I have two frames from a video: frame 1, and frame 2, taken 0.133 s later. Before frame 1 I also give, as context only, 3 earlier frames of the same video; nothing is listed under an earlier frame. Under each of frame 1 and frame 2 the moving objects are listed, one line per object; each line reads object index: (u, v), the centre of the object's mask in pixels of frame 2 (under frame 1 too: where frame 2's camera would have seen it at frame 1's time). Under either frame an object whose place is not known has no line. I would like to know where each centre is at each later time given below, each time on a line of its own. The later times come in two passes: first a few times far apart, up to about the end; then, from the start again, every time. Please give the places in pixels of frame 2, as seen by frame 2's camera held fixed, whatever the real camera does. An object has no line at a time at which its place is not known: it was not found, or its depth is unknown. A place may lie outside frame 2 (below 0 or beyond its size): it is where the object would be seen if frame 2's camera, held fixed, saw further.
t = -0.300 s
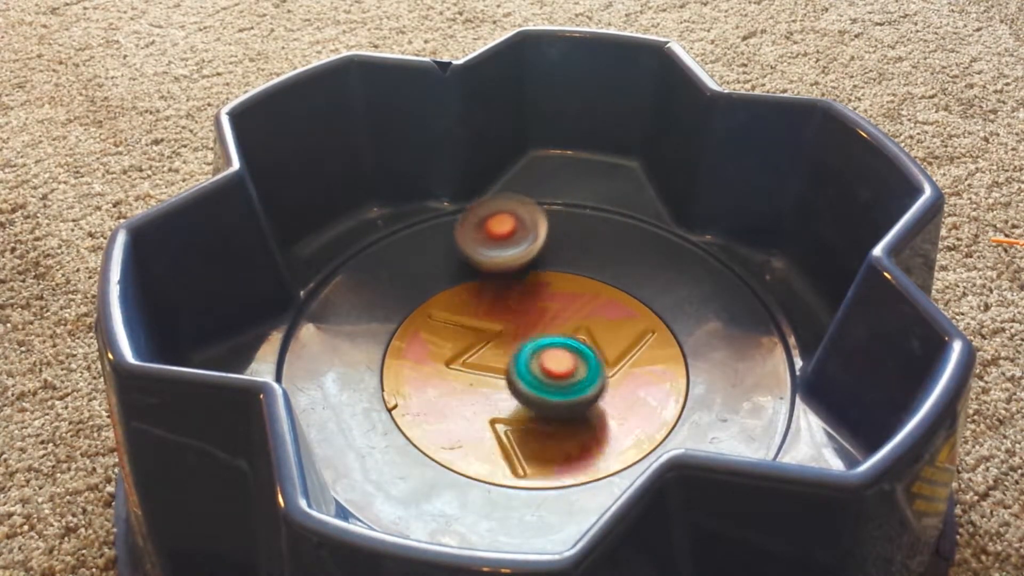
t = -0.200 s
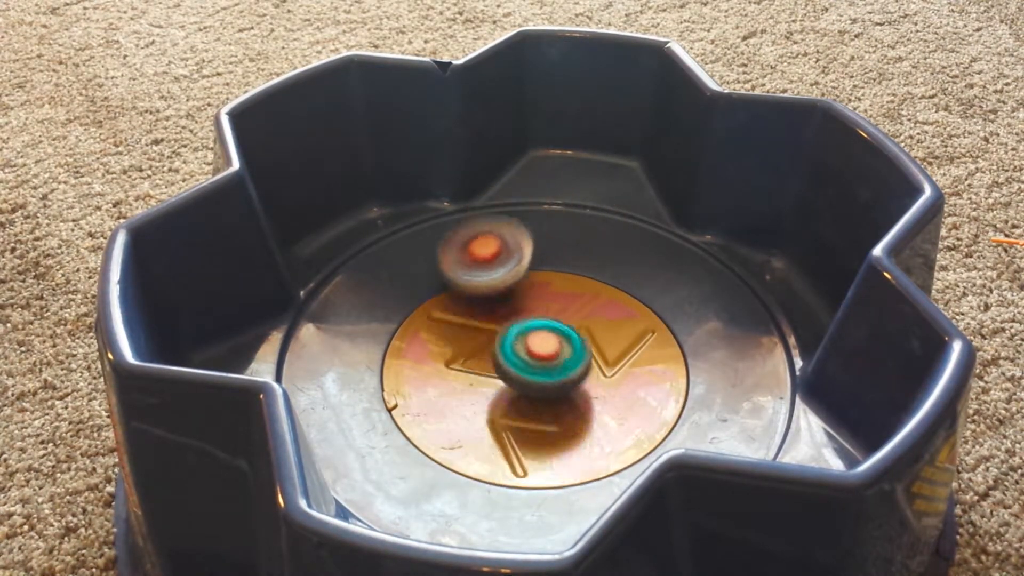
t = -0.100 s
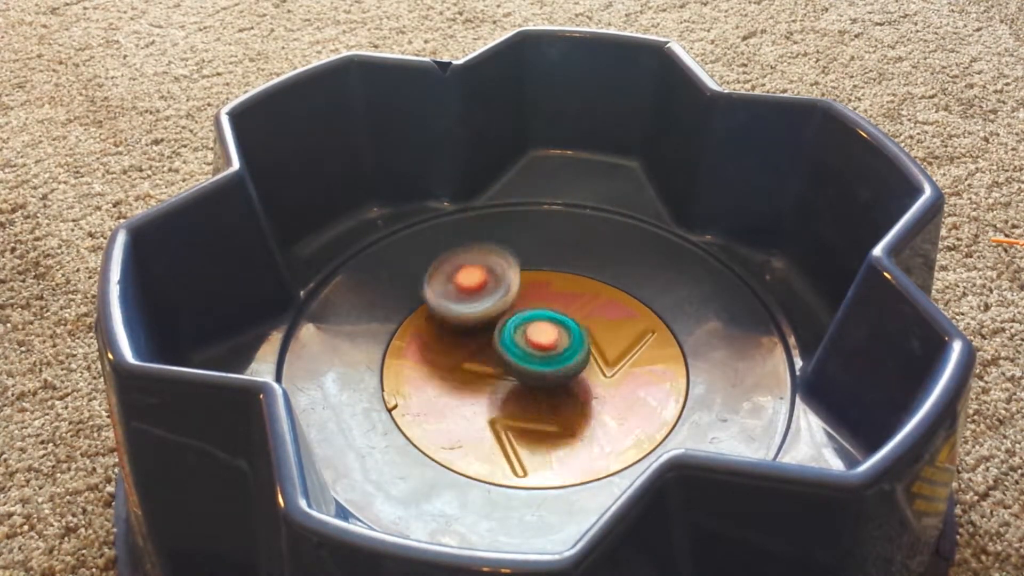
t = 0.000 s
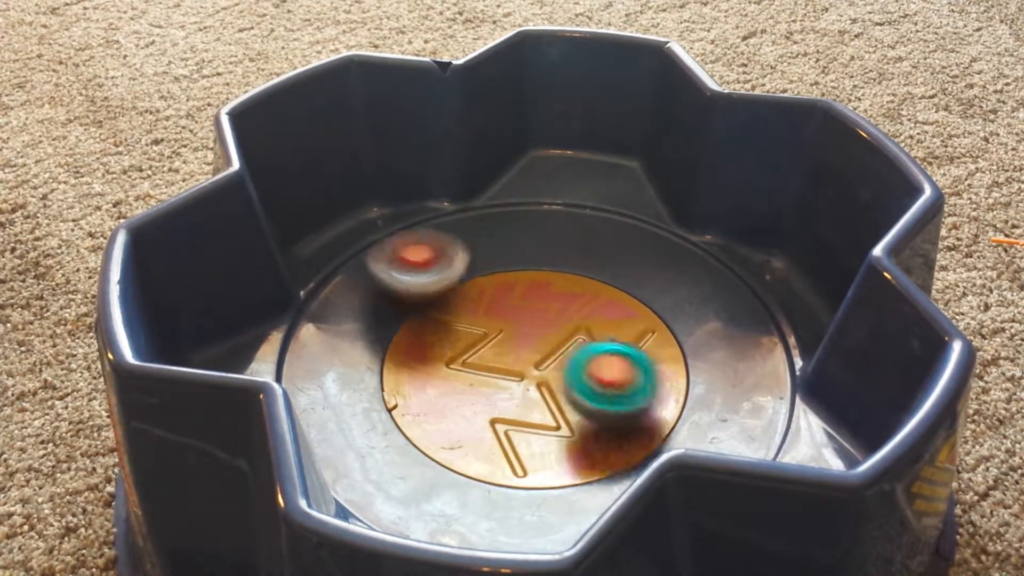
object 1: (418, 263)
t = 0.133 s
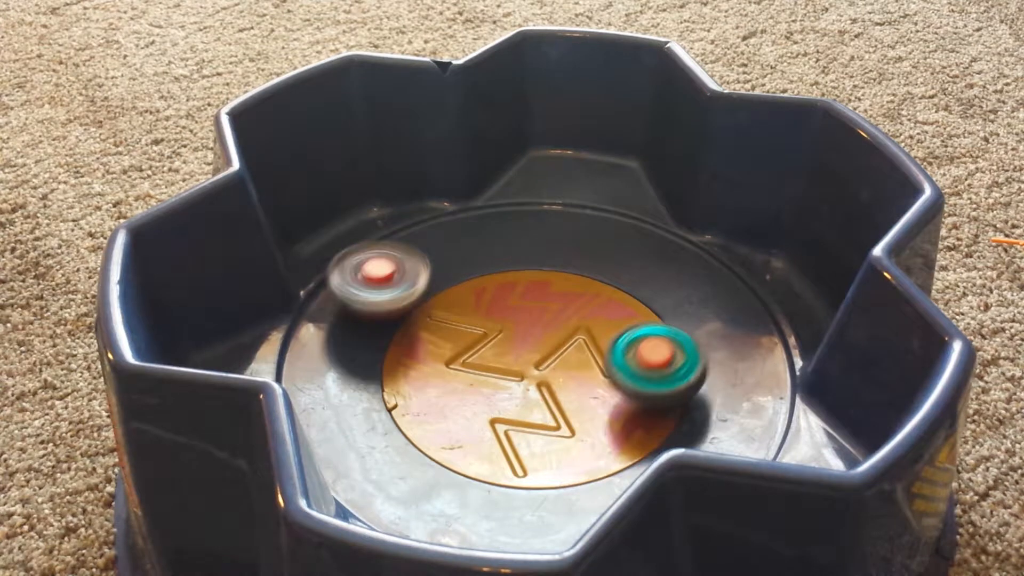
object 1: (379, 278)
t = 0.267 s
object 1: (354, 298)
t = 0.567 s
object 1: (367, 349)
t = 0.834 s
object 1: (475, 387)
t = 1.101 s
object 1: (439, 450)
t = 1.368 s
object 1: (500, 506)
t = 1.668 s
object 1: (522, 494)
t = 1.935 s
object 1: (558, 427)
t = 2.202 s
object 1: (582, 328)
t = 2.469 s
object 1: (646, 240)
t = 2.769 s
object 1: (646, 241)
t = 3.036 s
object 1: (599, 277)
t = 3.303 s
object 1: (594, 214)
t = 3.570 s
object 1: (558, 206)
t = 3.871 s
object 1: (497, 247)
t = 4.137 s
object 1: (432, 332)
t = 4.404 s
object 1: (409, 391)
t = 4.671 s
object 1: (435, 413)
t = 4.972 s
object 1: (521, 399)
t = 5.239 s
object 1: (625, 389)
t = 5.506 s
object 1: (697, 383)
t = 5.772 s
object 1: (676, 380)
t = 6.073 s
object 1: (637, 340)
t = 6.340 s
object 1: (620, 302)
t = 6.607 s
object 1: (584, 285)
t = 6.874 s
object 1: (536, 281)
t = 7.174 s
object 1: (515, 258)
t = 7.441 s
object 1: (504, 283)
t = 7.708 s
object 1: (466, 268)
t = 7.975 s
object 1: (454, 287)
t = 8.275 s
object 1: (466, 348)
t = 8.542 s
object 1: (384, 381)
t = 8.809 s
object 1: (384, 375)
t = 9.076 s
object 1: (431, 362)
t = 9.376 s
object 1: (563, 387)
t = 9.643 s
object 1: (575, 395)
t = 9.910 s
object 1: (541, 369)
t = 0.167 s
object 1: (371, 283)
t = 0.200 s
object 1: (364, 288)
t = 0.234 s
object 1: (359, 293)
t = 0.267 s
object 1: (354, 298)
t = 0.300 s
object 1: (351, 302)
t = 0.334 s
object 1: (348, 307)
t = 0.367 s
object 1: (347, 314)
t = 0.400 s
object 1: (347, 318)
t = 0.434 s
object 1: (348, 324)
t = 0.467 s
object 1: (350, 330)
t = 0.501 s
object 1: (355, 336)
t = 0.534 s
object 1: (360, 342)
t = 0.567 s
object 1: (367, 349)
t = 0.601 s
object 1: (376, 355)
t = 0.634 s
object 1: (386, 358)
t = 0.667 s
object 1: (400, 363)
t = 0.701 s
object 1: (419, 372)
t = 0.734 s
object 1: (433, 377)
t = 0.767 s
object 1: (445, 381)
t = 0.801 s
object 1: (459, 385)
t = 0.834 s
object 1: (475, 387)
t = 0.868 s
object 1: (490, 389)
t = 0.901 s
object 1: (503, 394)
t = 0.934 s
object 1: (509, 396)
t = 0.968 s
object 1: (503, 395)
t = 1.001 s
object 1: (481, 408)
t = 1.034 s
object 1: (458, 432)
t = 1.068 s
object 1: (448, 436)
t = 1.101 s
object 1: (439, 450)
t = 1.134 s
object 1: (436, 462)
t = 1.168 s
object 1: (437, 474)
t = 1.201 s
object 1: (444, 479)
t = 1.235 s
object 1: (457, 487)
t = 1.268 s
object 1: (471, 493)
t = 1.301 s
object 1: (483, 498)
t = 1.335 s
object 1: (491, 502)
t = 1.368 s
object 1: (500, 506)
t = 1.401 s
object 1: (504, 508)
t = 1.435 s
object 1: (507, 509)
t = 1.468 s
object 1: (509, 509)
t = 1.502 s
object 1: (511, 509)
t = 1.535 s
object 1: (513, 508)
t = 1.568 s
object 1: (514, 506)
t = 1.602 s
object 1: (516, 503)
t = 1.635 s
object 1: (520, 499)
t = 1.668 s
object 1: (522, 494)
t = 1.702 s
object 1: (526, 487)
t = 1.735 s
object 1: (529, 480)
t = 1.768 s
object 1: (532, 473)
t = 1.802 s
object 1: (535, 465)
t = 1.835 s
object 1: (540, 456)
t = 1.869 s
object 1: (547, 447)
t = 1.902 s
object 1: (552, 437)
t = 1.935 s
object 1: (558, 427)
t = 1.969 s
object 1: (563, 416)
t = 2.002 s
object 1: (568, 405)
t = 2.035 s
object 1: (569, 394)
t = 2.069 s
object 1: (565, 378)
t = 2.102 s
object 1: (562, 362)
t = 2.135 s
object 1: (562, 350)
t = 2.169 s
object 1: (563, 339)
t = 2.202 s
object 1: (582, 328)
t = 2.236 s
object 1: (602, 314)
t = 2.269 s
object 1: (616, 301)
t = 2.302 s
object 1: (625, 287)
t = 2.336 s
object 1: (631, 274)
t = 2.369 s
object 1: (634, 262)
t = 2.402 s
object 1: (639, 253)
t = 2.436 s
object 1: (642, 246)
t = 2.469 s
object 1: (646, 240)
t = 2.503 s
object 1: (650, 235)
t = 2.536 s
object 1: (654, 231)
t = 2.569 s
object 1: (657, 228)
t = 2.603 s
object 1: (658, 227)
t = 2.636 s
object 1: (654, 230)
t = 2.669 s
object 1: (650, 232)
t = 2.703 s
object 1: (649, 234)
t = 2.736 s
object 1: (648, 238)
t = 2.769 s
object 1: (646, 241)
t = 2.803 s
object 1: (643, 246)
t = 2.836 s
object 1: (639, 251)
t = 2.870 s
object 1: (634, 255)
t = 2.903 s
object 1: (628, 261)
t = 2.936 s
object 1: (621, 267)
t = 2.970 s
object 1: (612, 273)
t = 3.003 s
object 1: (604, 278)
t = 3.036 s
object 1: (599, 277)
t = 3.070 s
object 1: (594, 278)
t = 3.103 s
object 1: (593, 272)
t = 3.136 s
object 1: (601, 250)
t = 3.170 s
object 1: (604, 238)
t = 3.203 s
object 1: (605, 228)
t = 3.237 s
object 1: (602, 223)
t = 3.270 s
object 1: (598, 218)
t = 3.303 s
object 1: (594, 214)
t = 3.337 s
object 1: (590, 211)
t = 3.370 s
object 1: (586, 208)
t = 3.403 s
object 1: (582, 206)
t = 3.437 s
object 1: (577, 204)
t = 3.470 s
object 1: (572, 204)
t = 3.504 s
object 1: (568, 204)
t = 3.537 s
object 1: (563, 205)
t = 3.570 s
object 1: (558, 206)
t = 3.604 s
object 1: (552, 208)
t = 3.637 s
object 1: (547, 211)
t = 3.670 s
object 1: (541, 215)
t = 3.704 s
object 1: (536, 220)
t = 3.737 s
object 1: (530, 224)
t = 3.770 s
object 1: (523, 229)
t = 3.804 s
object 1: (516, 234)
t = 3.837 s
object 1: (508, 241)
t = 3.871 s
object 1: (497, 247)
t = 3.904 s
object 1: (488, 256)
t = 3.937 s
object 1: (479, 265)
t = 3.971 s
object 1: (469, 275)
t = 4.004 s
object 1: (459, 285)
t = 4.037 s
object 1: (449, 298)
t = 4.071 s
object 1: (443, 310)
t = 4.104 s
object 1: (437, 322)
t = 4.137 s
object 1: (432, 332)
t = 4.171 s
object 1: (427, 342)
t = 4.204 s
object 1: (422, 351)
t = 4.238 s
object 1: (418, 360)
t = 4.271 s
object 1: (415, 367)
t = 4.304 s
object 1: (413, 374)
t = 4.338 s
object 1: (410, 380)
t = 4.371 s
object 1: (409, 386)
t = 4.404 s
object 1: (409, 391)
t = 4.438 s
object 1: (408, 395)
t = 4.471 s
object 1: (410, 401)
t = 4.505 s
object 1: (412, 404)
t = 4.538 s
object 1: (415, 407)
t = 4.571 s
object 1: (419, 409)
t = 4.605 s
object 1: (422, 410)
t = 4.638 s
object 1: (429, 413)
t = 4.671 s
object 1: (435, 413)
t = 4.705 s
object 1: (443, 413)
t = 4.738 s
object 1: (450, 412)
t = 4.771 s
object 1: (458, 413)
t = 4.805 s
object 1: (470, 411)
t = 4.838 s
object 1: (477, 409)
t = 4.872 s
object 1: (488, 408)
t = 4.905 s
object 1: (498, 405)
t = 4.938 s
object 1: (509, 404)
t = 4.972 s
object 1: (521, 399)
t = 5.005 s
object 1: (535, 395)
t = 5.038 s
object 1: (546, 390)
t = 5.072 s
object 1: (557, 387)
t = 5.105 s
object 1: (568, 382)
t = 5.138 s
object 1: (577, 377)
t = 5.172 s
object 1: (587, 376)
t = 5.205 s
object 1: (604, 384)
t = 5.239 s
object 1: (625, 389)
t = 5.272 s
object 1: (644, 388)
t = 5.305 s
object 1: (657, 388)
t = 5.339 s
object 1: (669, 387)
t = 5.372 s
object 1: (676, 384)
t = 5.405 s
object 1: (682, 381)
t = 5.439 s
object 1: (687, 380)
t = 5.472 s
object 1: (693, 381)
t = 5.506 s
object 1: (697, 383)
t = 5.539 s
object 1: (699, 384)
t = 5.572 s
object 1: (699, 385)
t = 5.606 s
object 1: (699, 385)
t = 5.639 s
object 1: (696, 385)
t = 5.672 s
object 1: (693, 386)
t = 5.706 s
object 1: (688, 385)
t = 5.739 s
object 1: (683, 384)
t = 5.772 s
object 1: (676, 380)
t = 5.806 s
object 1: (668, 378)
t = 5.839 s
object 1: (661, 374)
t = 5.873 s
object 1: (653, 370)
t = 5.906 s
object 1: (642, 365)
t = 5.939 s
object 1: (638, 361)
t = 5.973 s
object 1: (634, 355)
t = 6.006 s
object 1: (636, 349)
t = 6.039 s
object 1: (638, 346)
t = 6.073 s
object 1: (637, 340)
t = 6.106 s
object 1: (637, 335)
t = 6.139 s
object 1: (636, 330)
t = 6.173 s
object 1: (635, 324)
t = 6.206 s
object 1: (633, 318)
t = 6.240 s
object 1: (631, 314)
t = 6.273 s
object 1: (627, 310)
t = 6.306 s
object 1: (623, 306)
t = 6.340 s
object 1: (620, 302)
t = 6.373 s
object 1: (617, 300)
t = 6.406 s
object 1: (613, 297)
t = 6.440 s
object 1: (609, 294)
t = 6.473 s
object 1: (604, 292)
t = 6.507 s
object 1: (600, 290)
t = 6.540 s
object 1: (595, 288)
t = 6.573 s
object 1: (589, 286)
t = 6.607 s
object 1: (584, 285)
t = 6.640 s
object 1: (578, 283)
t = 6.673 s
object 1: (572, 283)
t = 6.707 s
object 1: (566, 282)
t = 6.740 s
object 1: (560, 282)
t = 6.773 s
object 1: (555, 281)
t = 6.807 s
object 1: (548, 281)
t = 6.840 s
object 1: (542, 281)
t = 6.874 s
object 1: (536, 281)
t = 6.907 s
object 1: (532, 277)
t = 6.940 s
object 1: (533, 270)
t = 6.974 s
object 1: (531, 267)
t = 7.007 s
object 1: (526, 265)
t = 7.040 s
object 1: (524, 262)
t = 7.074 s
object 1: (522, 260)
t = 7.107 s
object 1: (519, 260)
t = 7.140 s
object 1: (517, 258)
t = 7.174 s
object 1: (515, 258)
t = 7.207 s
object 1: (514, 259)
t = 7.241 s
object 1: (512, 261)
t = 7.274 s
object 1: (512, 263)
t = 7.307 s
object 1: (509, 266)
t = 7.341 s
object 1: (509, 270)
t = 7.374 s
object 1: (507, 275)
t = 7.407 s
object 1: (506, 278)
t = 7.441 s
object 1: (504, 283)
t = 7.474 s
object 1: (502, 288)
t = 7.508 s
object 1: (500, 291)
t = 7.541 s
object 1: (490, 278)
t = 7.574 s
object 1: (486, 270)
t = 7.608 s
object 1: (480, 269)
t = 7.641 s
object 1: (474, 269)
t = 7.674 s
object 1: (469, 268)
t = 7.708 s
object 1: (466, 268)
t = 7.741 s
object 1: (462, 269)
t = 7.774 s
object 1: (459, 269)
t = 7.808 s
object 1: (458, 271)
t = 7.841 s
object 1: (455, 273)
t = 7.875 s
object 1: (454, 276)
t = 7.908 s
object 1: (454, 279)
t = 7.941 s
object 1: (453, 282)
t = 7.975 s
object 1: (454, 287)
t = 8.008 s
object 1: (453, 293)
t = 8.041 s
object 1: (456, 298)
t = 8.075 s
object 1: (459, 305)
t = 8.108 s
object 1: (460, 311)
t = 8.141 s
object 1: (461, 318)
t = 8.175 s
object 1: (462, 328)
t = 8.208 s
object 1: (461, 333)
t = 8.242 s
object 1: (461, 341)
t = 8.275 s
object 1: (466, 348)
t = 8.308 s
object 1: (470, 356)
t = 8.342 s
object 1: (471, 363)
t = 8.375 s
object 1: (462, 366)
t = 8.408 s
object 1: (436, 369)
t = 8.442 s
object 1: (419, 372)
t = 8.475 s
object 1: (402, 375)
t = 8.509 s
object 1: (389, 380)
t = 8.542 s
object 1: (384, 381)
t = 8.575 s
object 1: (381, 382)
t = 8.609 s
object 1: (377, 382)
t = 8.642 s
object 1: (374, 381)
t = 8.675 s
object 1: (373, 380)
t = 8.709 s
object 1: (375, 380)
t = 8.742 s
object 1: (376, 378)
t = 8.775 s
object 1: (378, 376)
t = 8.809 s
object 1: (384, 375)
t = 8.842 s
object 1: (385, 376)
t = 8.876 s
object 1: (382, 373)
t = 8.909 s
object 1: (378, 372)
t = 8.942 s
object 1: (379, 366)
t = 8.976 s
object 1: (387, 359)
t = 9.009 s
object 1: (400, 357)
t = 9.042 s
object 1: (413, 358)
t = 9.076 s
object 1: (431, 362)
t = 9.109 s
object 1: (447, 367)
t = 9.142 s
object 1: (464, 371)
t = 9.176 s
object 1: (482, 375)
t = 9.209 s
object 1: (497, 377)
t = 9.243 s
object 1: (520, 380)
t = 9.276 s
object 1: (538, 384)
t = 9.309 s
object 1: (547, 386)
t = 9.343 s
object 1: (556, 386)
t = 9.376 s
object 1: (563, 387)
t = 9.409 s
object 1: (569, 388)
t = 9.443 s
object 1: (575, 390)
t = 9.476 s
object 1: (579, 391)
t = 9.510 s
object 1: (580, 392)
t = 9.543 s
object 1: (578, 394)
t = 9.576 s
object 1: (574, 394)
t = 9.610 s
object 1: (577, 395)
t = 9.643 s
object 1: (575, 395)
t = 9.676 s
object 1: (572, 394)
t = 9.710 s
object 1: (568, 392)
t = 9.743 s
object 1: (562, 389)
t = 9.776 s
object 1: (557, 385)
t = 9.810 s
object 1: (554, 381)
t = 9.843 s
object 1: (552, 376)
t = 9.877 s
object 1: (549, 373)
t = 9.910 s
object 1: (541, 369)
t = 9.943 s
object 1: (534, 367)
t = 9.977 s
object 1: (528, 360)
